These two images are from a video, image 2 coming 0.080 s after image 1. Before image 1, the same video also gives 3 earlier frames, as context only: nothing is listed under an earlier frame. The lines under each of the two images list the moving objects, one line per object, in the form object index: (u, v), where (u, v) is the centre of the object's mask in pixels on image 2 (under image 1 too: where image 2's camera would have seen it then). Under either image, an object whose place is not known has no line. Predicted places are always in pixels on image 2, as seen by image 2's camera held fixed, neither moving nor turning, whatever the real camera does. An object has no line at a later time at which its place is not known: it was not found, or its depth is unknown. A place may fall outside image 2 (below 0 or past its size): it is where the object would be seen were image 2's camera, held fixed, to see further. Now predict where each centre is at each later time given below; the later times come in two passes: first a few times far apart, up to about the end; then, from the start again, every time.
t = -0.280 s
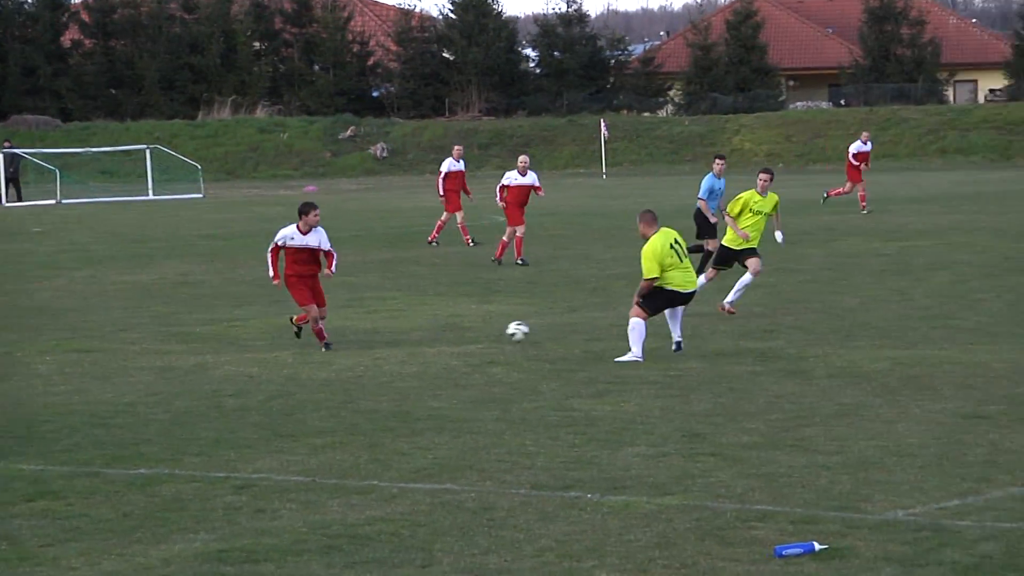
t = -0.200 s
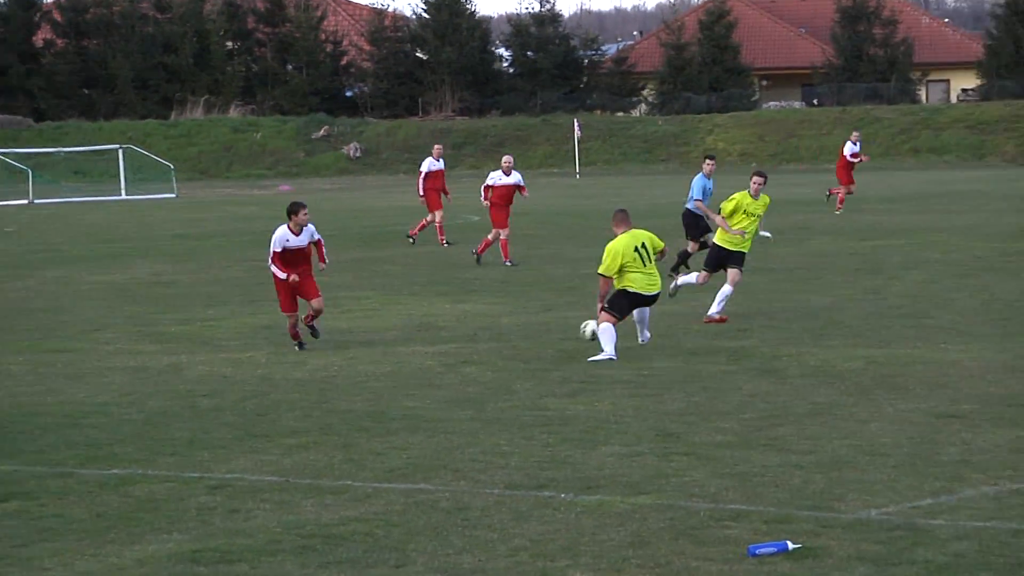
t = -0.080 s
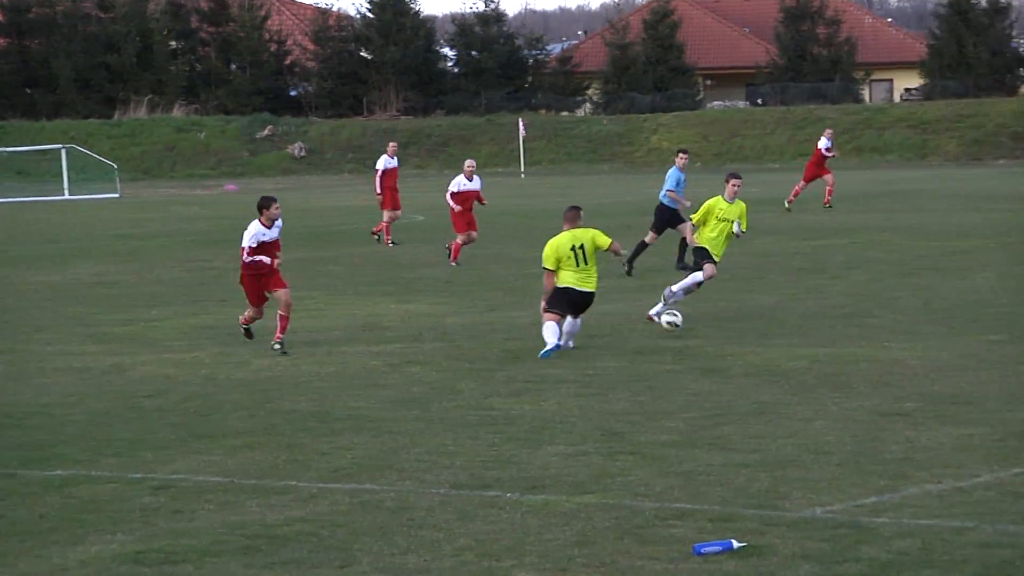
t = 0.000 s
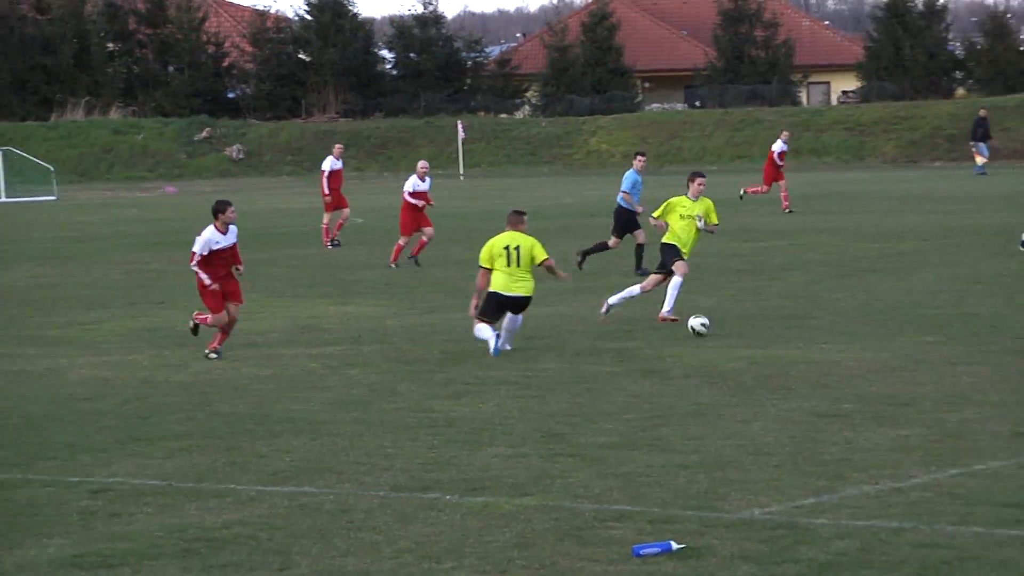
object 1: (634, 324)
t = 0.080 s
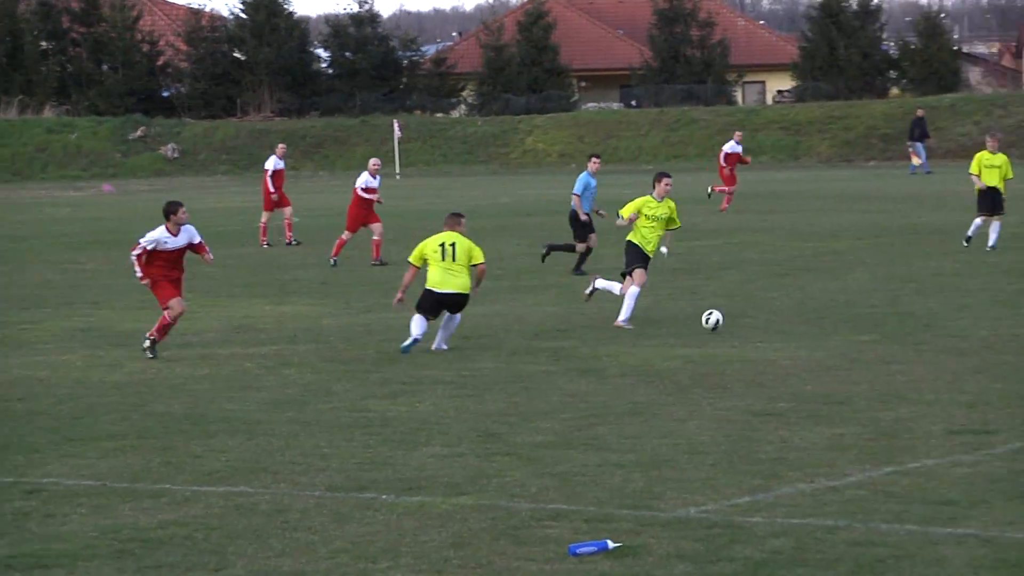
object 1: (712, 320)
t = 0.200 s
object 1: (823, 319)
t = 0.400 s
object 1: (979, 309)
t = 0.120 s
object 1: (749, 318)
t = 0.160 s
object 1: (786, 317)
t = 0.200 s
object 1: (823, 319)
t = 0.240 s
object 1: (856, 318)
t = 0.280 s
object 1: (888, 313)
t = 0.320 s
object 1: (917, 310)
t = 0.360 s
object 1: (947, 309)
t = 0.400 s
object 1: (979, 309)
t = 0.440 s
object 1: (1009, 311)
